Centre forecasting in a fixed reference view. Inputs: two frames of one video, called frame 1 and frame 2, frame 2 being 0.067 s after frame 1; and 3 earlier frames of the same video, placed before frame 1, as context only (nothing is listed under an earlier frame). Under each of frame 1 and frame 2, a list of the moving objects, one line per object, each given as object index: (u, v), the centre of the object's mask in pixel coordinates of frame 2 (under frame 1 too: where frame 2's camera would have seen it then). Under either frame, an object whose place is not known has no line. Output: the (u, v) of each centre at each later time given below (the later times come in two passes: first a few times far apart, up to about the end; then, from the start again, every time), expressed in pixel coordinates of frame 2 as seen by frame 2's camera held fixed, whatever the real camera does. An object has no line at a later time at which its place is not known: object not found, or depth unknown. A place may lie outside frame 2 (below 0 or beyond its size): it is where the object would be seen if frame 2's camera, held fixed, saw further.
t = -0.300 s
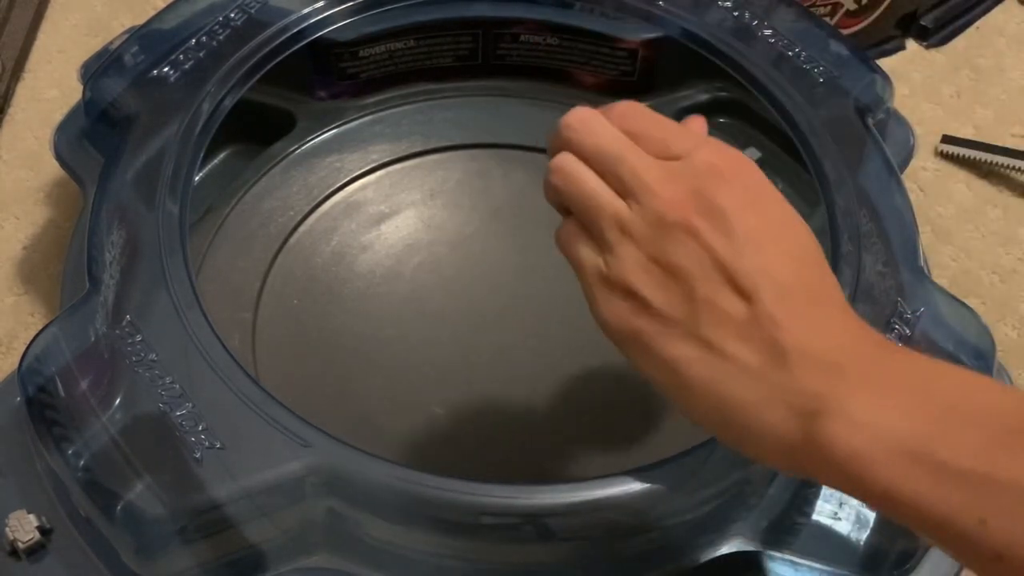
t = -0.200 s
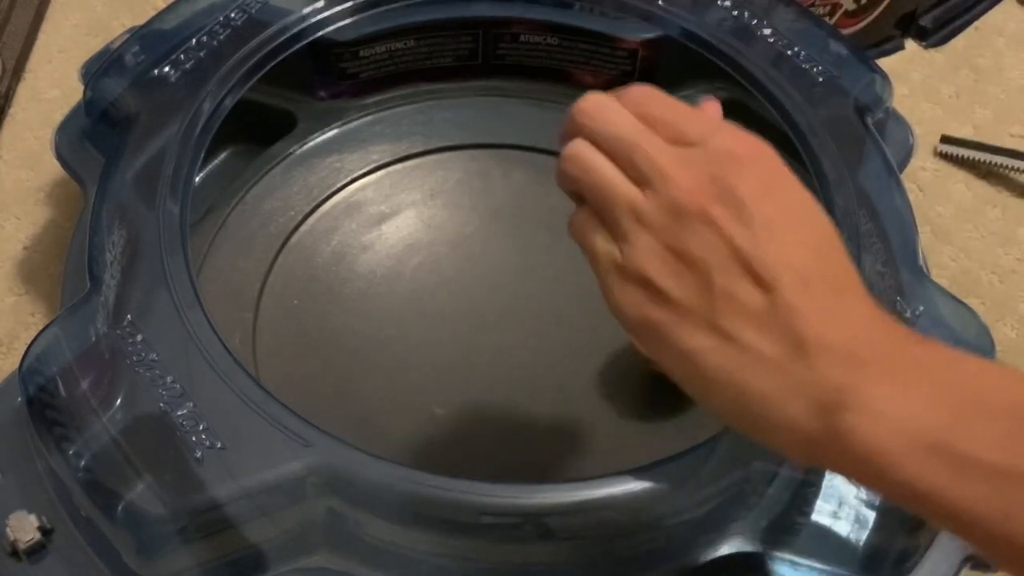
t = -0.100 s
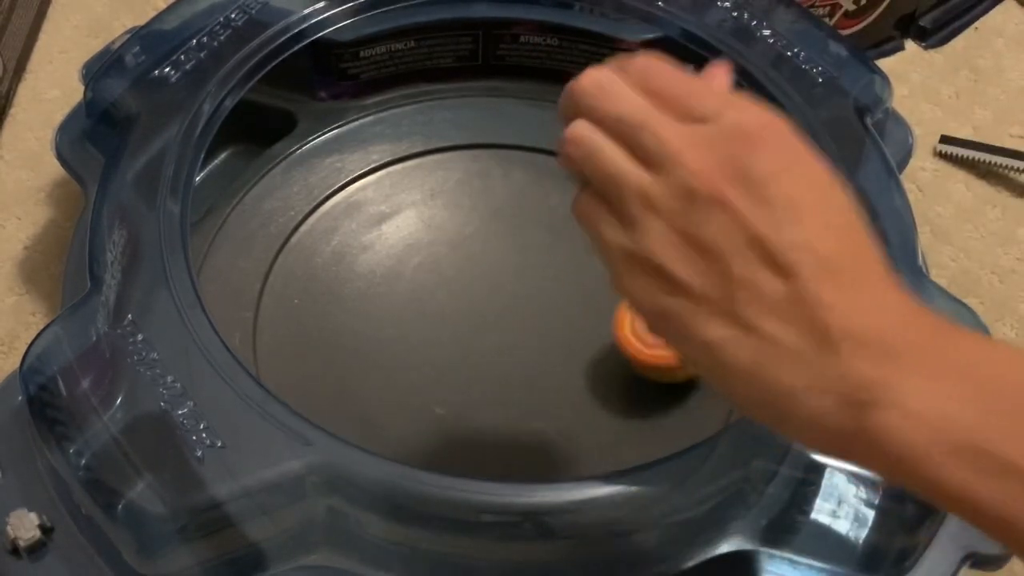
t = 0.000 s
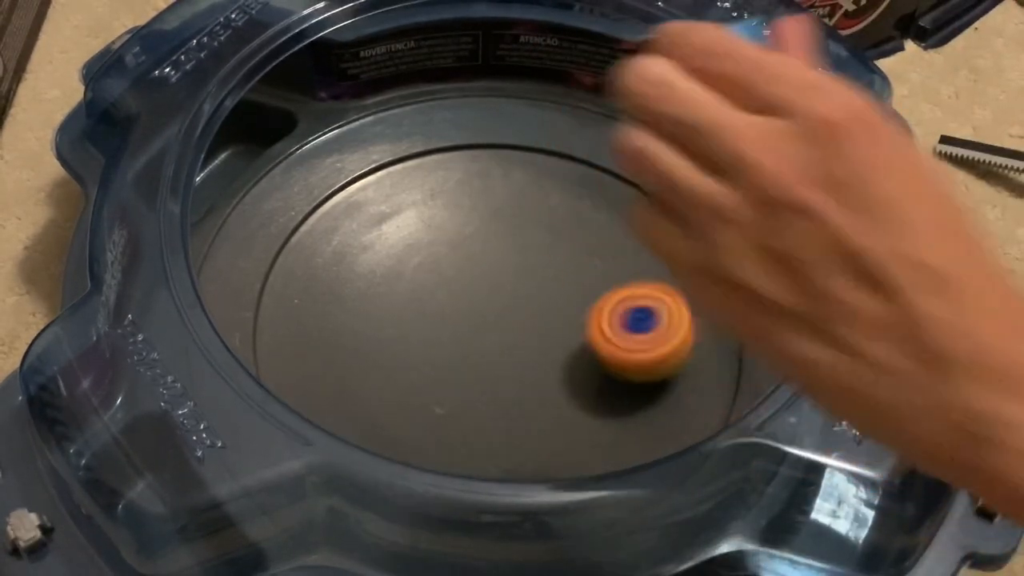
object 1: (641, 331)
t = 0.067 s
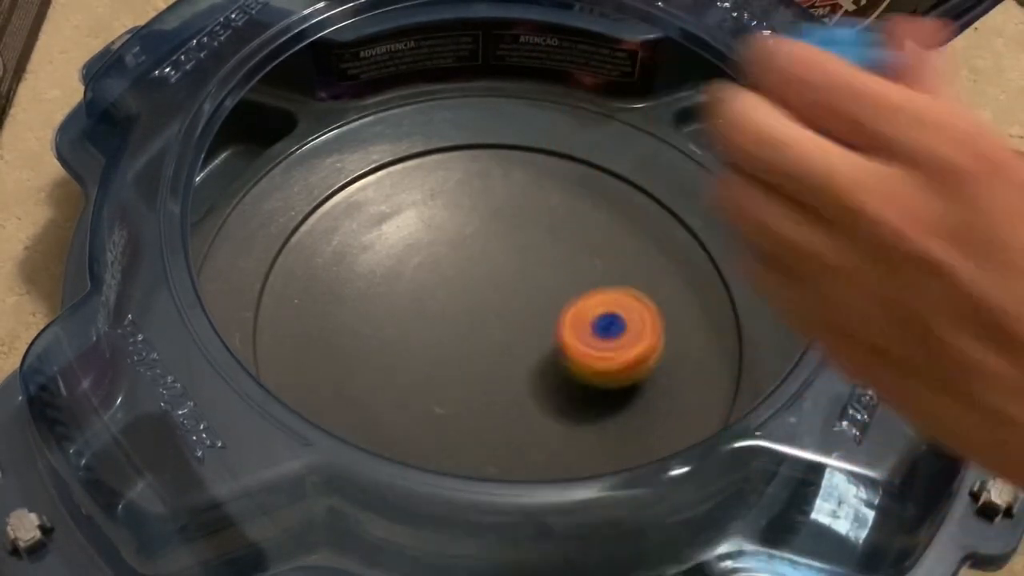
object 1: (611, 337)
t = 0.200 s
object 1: (524, 366)
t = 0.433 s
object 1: (448, 422)
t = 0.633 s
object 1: (461, 390)
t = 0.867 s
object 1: (430, 273)
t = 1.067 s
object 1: (394, 243)
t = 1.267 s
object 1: (446, 273)
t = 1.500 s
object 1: (584, 257)
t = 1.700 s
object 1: (592, 234)
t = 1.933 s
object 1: (533, 310)
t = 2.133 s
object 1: (554, 400)
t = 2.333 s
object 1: (575, 394)
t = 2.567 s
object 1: (494, 324)
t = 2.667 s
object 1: (434, 309)
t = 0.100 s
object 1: (589, 344)
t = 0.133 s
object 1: (569, 350)
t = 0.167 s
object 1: (547, 356)
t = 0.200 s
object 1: (524, 366)
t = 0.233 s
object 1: (507, 376)
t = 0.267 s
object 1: (487, 387)
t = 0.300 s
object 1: (473, 397)
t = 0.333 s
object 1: (463, 407)
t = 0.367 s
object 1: (454, 414)
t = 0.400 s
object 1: (451, 420)
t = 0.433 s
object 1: (448, 422)
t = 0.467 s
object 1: (449, 422)
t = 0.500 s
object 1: (450, 422)
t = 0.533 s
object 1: (452, 418)
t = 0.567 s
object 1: (455, 411)
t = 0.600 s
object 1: (457, 402)
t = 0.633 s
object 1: (461, 390)
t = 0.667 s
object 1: (461, 377)
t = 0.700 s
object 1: (462, 361)
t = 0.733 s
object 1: (461, 344)
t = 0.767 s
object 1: (458, 325)
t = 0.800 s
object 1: (450, 306)
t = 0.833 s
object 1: (441, 290)
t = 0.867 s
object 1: (430, 273)
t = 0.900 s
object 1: (421, 262)
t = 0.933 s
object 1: (412, 252)
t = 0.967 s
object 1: (404, 247)
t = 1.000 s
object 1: (398, 242)
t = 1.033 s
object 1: (396, 242)
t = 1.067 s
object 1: (394, 243)
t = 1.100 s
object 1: (396, 245)
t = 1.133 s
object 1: (400, 249)
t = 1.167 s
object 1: (407, 254)
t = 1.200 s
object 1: (417, 260)
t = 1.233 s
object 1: (432, 267)
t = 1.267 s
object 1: (446, 273)
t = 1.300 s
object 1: (466, 278)
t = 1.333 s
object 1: (487, 282)
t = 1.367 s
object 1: (510, 281)
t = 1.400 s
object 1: (532, 280)
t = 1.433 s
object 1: (551, 274)
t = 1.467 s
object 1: (572, 267)
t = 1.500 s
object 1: (584, 257)
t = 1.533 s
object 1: (594, 250)
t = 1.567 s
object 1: (599, 243)
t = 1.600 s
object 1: (601, 237)
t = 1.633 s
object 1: (599, 235)
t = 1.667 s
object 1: (597, 233)
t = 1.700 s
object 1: (592, 234)
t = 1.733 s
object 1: (584, 238)
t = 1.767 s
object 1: (577, 244)
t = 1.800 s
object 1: (566, 252)
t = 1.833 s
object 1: (557, 263)
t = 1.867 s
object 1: (547, 277)
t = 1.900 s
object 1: (538, 291)
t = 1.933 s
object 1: (533, 310)
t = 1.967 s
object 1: (528, 329)
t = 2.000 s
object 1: (529, 347)
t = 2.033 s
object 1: (532, 366)
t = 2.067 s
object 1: (539, 379)
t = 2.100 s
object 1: (546, 391)
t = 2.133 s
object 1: (554, 400)
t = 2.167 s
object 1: (562, 405)
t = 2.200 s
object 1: (569, 407)
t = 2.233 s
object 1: (572, 408)
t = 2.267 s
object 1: (576, 404)
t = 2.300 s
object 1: (577, 401)
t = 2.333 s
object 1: (575, 394)
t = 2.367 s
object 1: (573, 386)
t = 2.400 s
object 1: (565, 377)
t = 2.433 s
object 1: (556, 366)
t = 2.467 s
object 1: (546, 354)
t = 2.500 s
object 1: (531, 344)
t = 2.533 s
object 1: (512, 333)
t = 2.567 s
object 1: (494, 324)
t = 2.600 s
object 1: (475, 318)
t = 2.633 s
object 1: (453, 313)
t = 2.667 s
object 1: (434, 309)
